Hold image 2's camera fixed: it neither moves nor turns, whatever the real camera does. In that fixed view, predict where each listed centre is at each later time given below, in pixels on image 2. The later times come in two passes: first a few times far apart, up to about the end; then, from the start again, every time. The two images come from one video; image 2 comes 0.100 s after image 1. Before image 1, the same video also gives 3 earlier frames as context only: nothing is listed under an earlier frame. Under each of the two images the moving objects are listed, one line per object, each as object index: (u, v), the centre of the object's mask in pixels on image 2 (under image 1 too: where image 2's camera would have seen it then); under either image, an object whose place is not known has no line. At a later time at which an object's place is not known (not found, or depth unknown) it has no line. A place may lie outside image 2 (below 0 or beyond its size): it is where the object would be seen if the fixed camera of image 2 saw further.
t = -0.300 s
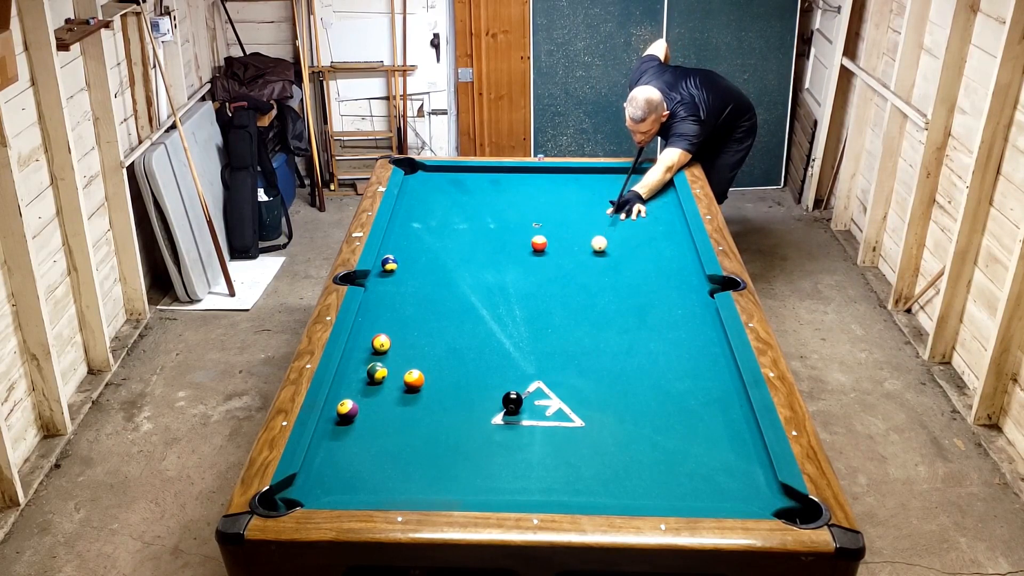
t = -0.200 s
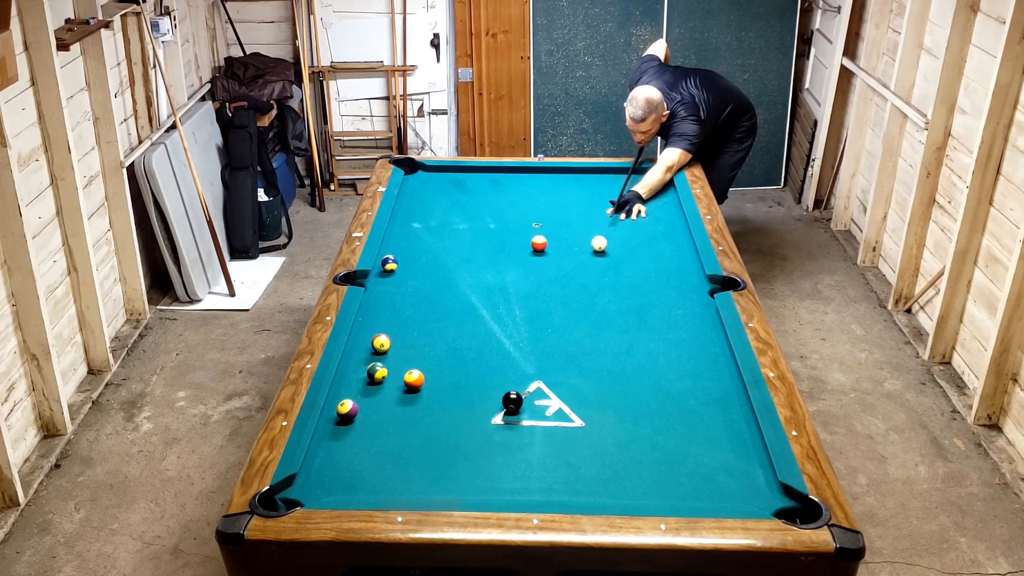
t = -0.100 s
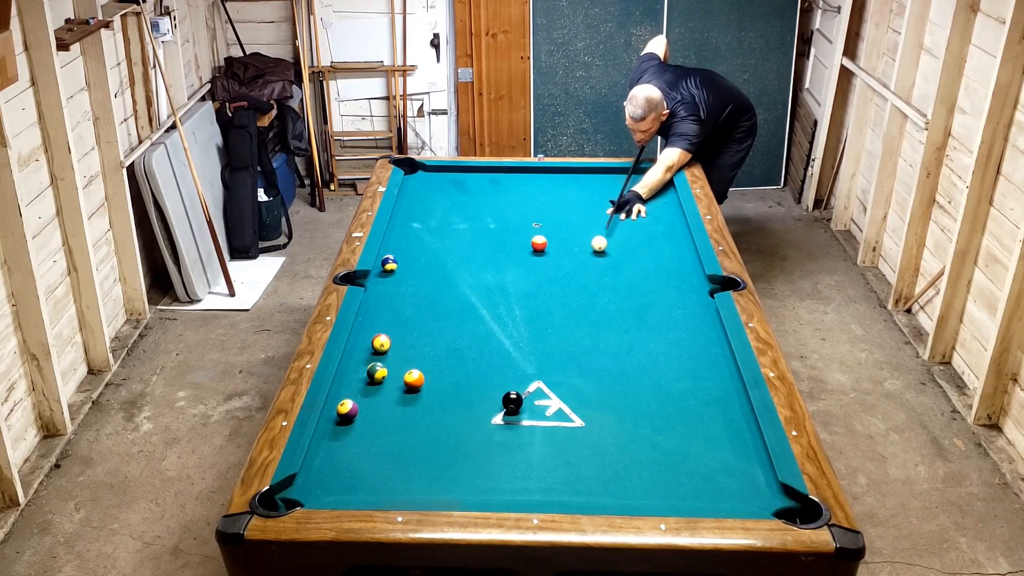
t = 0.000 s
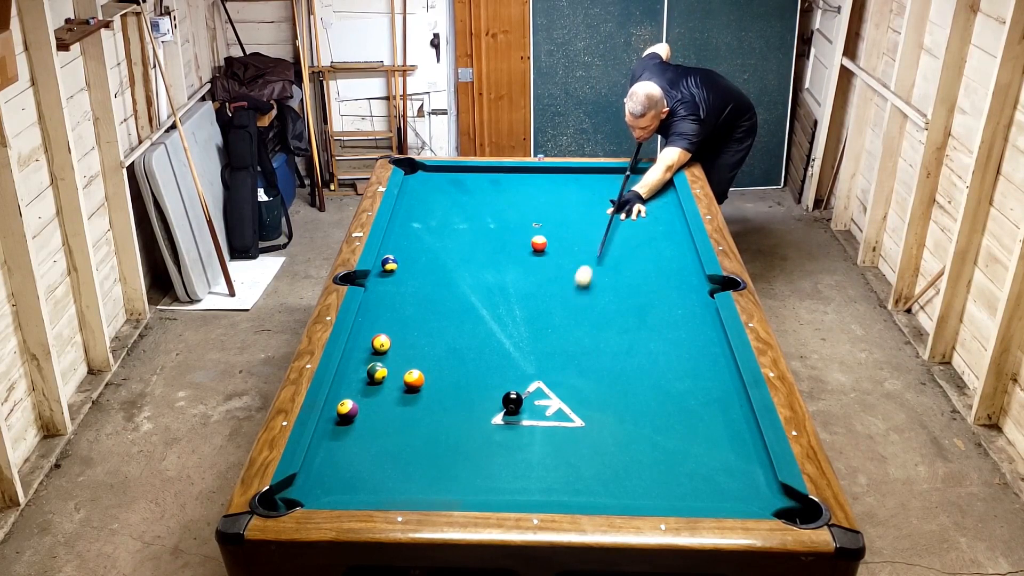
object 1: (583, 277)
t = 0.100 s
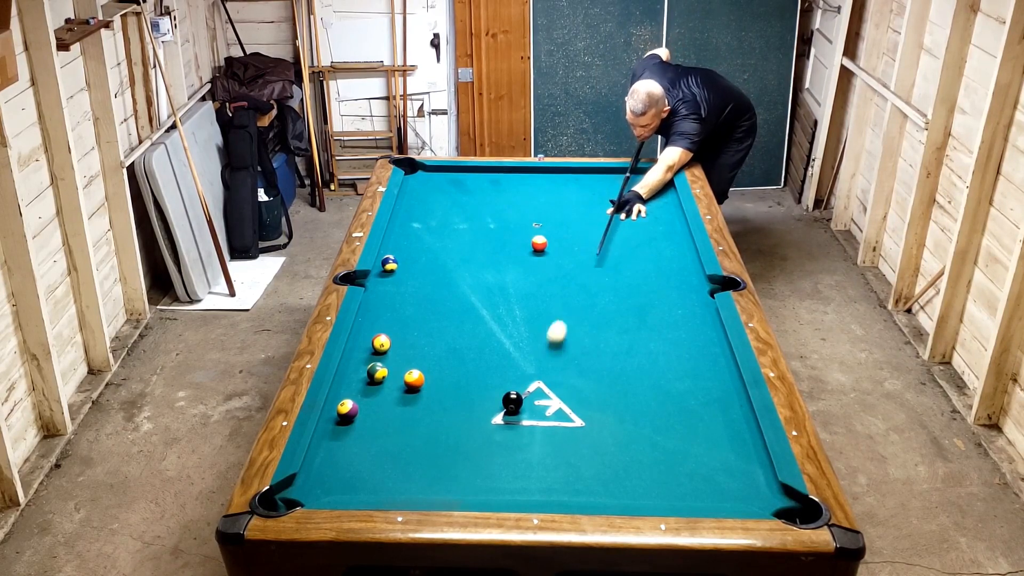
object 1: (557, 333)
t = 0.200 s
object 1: (533, 394)
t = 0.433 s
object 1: (631, 489)
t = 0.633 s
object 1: (682, 436)
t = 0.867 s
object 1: (731, 382)
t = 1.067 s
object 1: (695, 347)
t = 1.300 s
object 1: (655, 313)
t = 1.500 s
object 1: (626, 288)
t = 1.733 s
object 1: (597, 262)
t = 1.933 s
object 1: (575, 242)
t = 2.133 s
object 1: (555, 224)
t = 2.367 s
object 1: (534, 206)
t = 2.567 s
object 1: (519, 192)
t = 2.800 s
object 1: (502, 177)
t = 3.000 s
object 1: (489, 172)
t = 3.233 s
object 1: (472, 180)
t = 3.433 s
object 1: (459, 187)
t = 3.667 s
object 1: (444, 196)
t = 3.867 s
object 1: (431, 203)
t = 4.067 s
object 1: (419, 209)
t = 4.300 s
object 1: (405, 217)
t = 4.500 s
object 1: (396, 224)
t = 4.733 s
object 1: (400, 229)
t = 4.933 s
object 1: (403, 234)
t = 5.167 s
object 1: (407, 239)
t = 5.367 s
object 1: (410, 243)
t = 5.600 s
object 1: (412, 247)
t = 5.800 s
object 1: (415, 250)
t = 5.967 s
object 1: (416, 252)
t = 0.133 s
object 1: (547, 354)
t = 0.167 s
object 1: (537, 375)
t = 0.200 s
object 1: (533, 394)
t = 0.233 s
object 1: (548, 408)
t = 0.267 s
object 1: (563, 418)
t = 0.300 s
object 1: (578, 432)
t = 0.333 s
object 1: (591, 444)
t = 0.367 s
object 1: (605, 459)
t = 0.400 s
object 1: (618, 474)
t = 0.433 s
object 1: (631, 489)
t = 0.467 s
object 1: (642, 488)
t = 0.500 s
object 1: (650, 476)
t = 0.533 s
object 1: (659, 464)
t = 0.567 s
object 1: (667, 454)
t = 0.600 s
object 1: (675, 445)
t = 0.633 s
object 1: (682, 436)
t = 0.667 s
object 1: (690, 428)
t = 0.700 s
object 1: (697, 419)
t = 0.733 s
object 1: (705, 412)
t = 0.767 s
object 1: (711, 404)
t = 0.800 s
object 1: (718, 396)
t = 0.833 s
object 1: (725, 389)
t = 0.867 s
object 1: (731, 382)
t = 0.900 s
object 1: (729, 376)
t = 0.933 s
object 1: (720, 370)
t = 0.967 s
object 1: (714, 364)
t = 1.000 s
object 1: (707, 358)
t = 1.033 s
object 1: (701, 353)
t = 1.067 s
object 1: (695, 347)
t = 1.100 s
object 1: (689, 342)
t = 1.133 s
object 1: (683, 337)
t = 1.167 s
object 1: (677, 332)
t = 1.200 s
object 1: (672, 327)
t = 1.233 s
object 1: (666, 323)
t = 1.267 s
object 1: (661, 318)
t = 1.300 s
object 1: (655, 313)
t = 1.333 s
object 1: (650, 309)
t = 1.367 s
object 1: (645, 304)
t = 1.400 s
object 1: (640, 300)
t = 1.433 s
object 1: (636, 296)
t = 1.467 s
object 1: (631, 292)
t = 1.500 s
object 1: (626, 288)
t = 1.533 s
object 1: (622, 284)
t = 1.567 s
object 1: (618, 280)
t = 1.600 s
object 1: (613, 276)
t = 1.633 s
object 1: (609, 272)
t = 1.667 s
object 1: (605, 269)
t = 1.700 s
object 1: (601, 265)
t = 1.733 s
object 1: (597, 262)
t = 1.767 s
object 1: (593, 258)
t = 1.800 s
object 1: (590, 255)
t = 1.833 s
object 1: (586, 252)
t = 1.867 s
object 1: (582, 248)
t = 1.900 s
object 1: (579, 245)
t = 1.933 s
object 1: (575, 242)
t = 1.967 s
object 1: (572, 239)
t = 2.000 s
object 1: (568, 236)
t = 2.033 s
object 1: (565, 233)
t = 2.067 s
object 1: (562, 230)
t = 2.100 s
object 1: (558, 227)
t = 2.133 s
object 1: (555, 224)
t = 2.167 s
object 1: (552, 222)
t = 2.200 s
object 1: (549, 219)
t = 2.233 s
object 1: (546, 216)
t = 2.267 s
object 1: (543, 214)
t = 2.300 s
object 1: (540, 211)
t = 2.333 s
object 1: (537, 209)
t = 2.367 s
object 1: (534, 206)
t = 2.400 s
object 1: (532, 204)
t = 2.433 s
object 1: (529, 201)
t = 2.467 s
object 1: (526, 199)
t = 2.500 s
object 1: (524, 196)
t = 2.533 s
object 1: (521, 194)
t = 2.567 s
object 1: (519, 192)
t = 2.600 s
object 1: (516, 190)
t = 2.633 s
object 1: (514, 187)
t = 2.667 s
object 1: (511, 185)
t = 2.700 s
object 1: (509, 183)
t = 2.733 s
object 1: (506, 181)
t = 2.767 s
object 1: (504, 179)
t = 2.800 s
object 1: (502, 177)
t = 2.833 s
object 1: (500, 175)
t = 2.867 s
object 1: (498, 173)
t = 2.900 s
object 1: (495, 171)
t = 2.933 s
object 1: (493, 170)
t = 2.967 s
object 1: (491, 171)
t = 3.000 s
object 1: (489, 172)
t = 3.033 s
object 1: (486, 173)
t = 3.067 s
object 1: (484, 175)
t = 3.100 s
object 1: (482, 176)
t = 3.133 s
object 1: (479, 177)
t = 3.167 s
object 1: (477, 178)
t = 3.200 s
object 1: (475, 179)
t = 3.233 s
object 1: (472, 180)
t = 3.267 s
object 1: (470, 181)
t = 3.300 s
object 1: (468, 183)
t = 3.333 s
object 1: (466, 184)
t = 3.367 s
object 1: (463, 185)
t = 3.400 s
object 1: (461, 186)
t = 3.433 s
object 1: (459, 187)
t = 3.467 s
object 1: (457, 189)
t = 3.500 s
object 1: (455, 190)
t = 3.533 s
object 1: (453, 191)
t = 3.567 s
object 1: (450, 192)
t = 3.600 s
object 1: (448, 193)
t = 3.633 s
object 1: (446, 195)
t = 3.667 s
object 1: (444, 196)
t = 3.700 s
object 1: (442, 197)
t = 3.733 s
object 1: (440, 198)
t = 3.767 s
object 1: (437, 199)
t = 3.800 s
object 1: (435, 200)
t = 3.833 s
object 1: (433, 201)
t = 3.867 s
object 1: (431, 203)
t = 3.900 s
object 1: (429, 204)
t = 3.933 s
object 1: (427, 205)
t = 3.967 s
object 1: (425, 206)
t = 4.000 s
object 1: (423, 207)
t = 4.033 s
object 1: (421, 208)
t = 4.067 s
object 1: (419, 209)
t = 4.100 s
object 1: (417, 210)
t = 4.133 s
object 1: (415, 212)
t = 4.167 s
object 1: (413, 213)
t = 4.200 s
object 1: (411, 214)
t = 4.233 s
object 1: (409, 215)
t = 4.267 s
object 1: (407, 216)
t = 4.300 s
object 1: (405, 217)
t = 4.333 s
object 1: (403, 218)
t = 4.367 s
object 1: (401, 219)
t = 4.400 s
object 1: (400, 220)
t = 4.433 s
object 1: (398, 222)
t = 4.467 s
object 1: (396, 223)
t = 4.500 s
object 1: (396, 224)
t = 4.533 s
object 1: (396, 224)
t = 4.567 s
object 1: (397, 225)
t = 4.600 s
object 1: (397, 226)
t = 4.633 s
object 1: (398, 227)
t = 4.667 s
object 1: (398, 228)
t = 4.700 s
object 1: (399, 228)
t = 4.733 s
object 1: (400, 229)
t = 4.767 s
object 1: (400, 230)
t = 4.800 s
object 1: (401, 231)
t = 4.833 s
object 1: (401, 231)
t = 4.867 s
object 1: (402, 232)
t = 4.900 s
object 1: (402, 233)
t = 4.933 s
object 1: (403, 234)
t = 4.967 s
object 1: (404, 234)
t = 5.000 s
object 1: (404, 235)
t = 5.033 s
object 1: (405, 236)
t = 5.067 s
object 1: (405, 237)
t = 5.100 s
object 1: (406, 237)
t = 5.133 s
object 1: (406, 238)
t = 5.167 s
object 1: (407, 239)
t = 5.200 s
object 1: (407, 239)
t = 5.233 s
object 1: (408, 240)
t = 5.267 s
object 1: (408, 241)
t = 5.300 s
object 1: (409, 241)
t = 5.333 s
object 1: (409, 242)
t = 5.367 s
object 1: (410, 243)
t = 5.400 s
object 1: (410, 243)
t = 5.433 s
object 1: (410, 244)
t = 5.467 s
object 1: (411, 245)
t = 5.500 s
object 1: (411, 245)
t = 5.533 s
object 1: (412, 246)
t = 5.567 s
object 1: (412, 246)
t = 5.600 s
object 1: (412, 247)
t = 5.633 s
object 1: (413, 248)
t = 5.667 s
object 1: (413, 248)
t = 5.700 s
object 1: (414, 249)
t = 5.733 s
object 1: (414, 249)
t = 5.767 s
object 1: (414, 250)
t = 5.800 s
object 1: (415, 250)
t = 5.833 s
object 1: (415, 250)
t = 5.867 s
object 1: (415, 251)
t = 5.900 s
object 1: (415, 252)
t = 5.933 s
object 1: (415, 252)
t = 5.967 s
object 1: (416, 252)
